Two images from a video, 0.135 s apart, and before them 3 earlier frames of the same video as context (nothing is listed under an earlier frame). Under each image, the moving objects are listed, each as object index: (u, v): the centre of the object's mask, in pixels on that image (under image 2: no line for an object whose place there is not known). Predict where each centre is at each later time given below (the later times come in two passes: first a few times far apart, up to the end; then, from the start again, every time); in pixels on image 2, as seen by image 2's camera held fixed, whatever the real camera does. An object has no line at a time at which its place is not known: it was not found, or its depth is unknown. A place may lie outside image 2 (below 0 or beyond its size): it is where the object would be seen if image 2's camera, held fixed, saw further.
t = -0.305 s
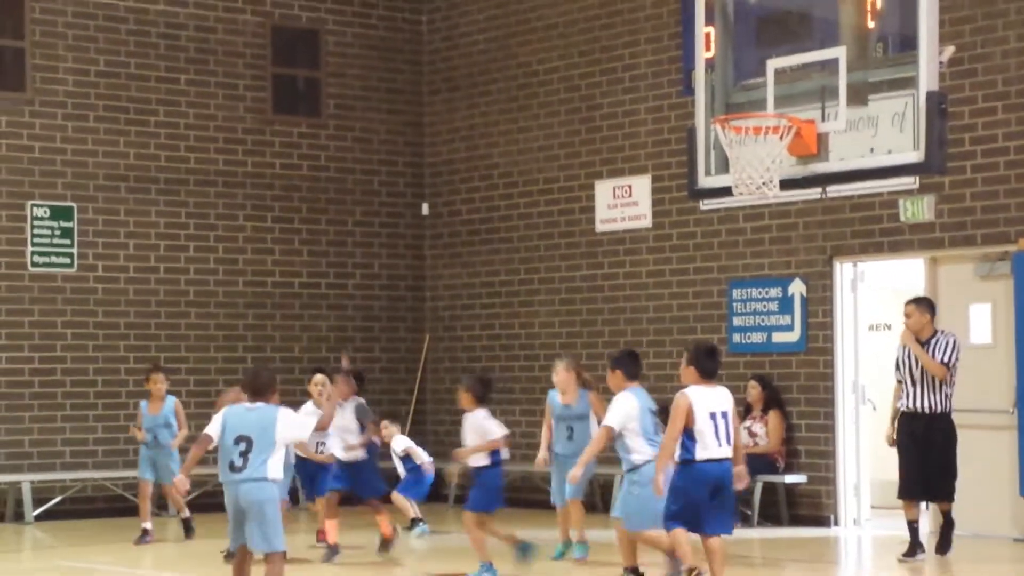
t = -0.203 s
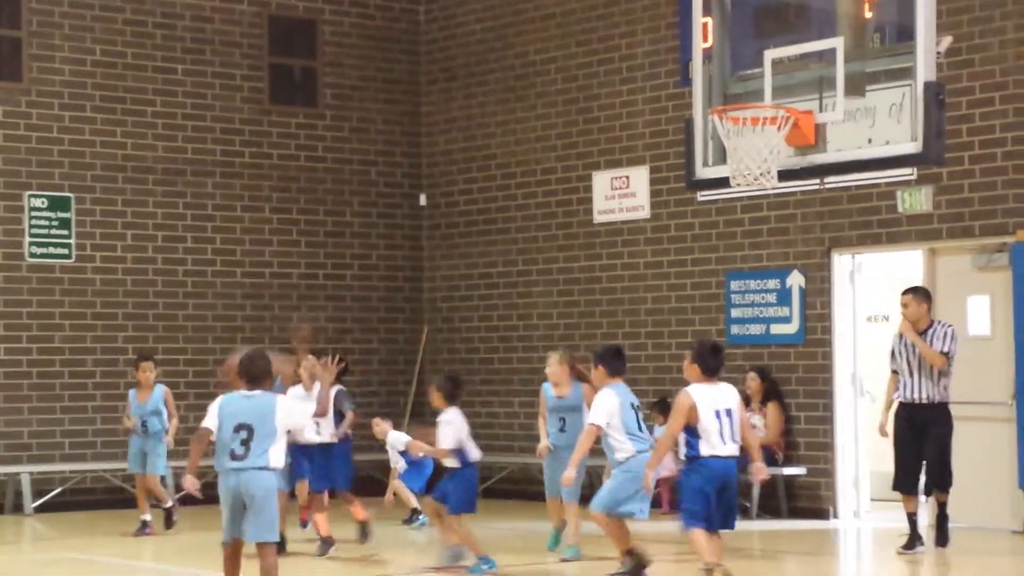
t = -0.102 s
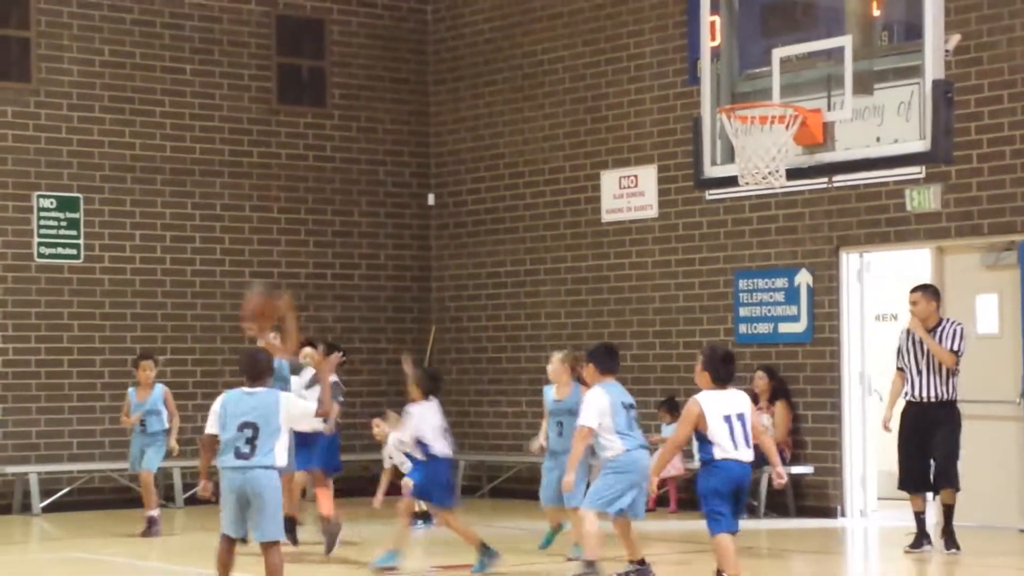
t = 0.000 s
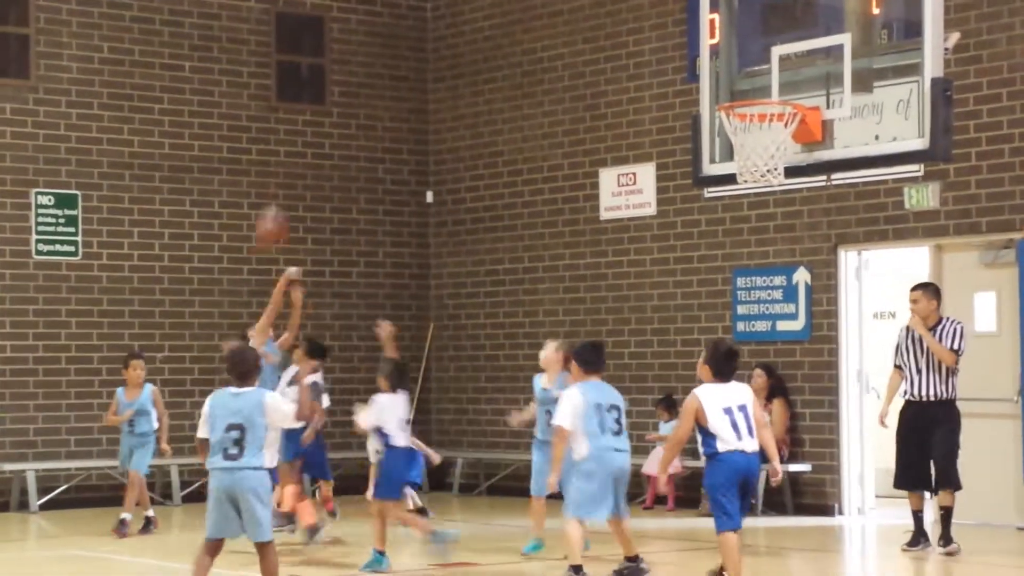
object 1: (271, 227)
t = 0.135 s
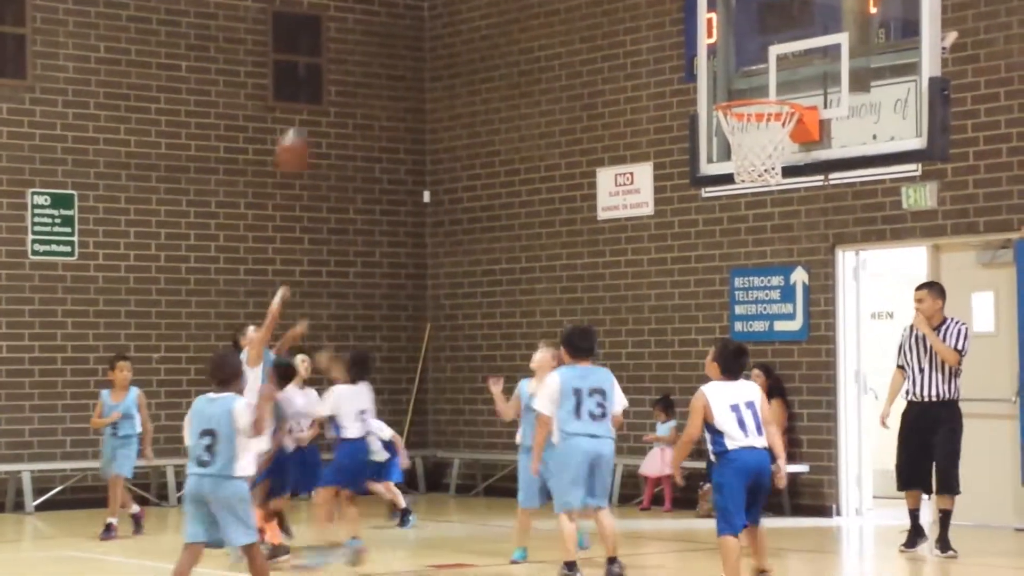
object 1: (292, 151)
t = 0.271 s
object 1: (319, 97)
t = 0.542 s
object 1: (374, 63)
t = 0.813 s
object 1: (436, 152)
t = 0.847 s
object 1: (443, 172)
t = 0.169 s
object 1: (299, 135)
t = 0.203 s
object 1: (305, 121)
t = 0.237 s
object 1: (313, 107)
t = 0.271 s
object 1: (319, 97)
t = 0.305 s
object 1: (325, 85)
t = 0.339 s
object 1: (332, 77)
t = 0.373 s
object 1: (338, 72)
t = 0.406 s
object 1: (345, 66)
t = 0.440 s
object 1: (353, 63)
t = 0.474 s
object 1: (359, 61)
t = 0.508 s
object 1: (366, 62)
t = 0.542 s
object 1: (374, 63)
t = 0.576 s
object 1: (382, 68)
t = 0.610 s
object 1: (390, 73)
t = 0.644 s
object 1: (397, 80)
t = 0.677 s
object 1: (405, 90)
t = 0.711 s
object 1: (413, 103)
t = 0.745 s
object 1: (419, 117)
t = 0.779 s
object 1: (427, 133)
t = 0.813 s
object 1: (436, 152)
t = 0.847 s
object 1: (443, 172)
